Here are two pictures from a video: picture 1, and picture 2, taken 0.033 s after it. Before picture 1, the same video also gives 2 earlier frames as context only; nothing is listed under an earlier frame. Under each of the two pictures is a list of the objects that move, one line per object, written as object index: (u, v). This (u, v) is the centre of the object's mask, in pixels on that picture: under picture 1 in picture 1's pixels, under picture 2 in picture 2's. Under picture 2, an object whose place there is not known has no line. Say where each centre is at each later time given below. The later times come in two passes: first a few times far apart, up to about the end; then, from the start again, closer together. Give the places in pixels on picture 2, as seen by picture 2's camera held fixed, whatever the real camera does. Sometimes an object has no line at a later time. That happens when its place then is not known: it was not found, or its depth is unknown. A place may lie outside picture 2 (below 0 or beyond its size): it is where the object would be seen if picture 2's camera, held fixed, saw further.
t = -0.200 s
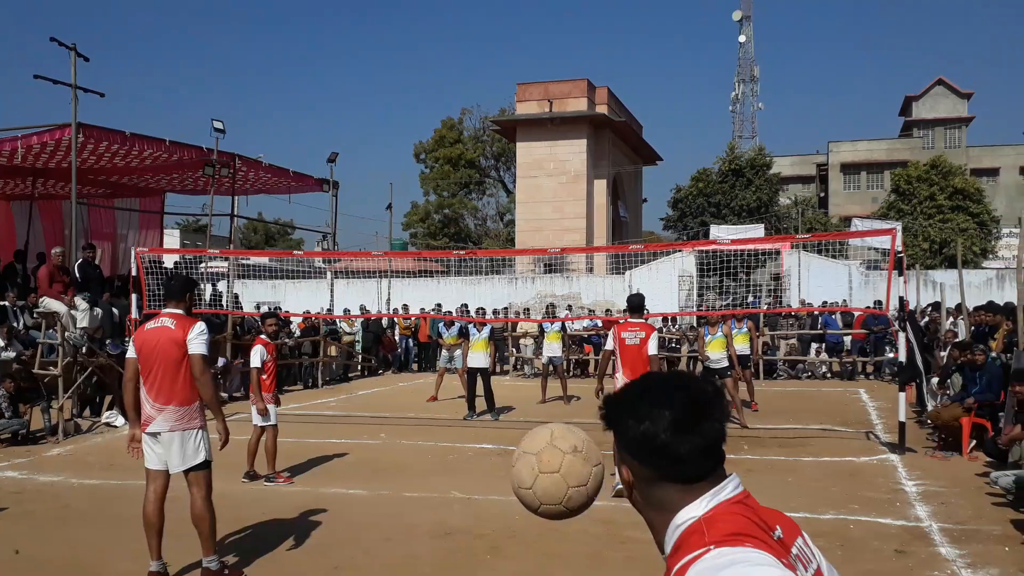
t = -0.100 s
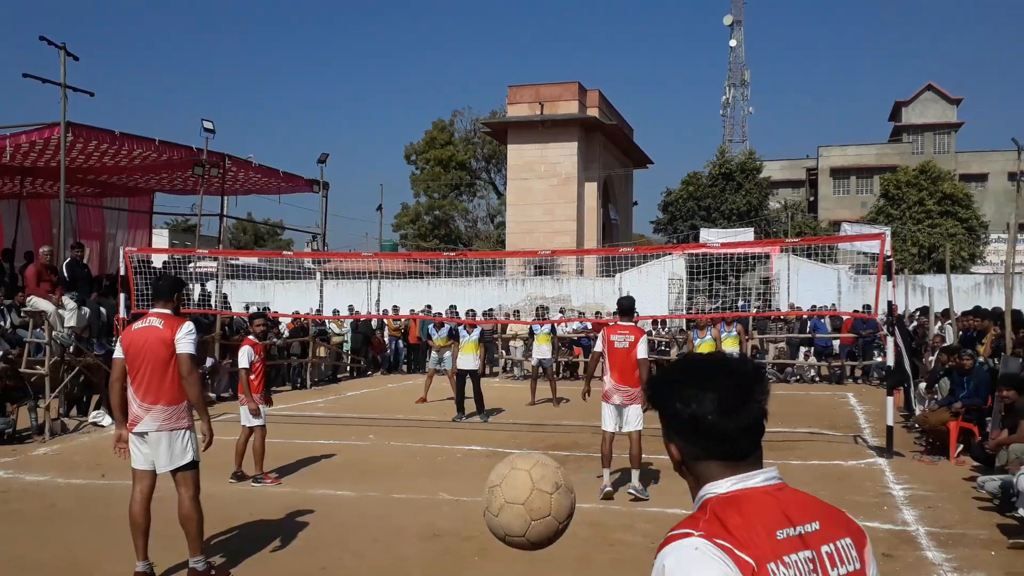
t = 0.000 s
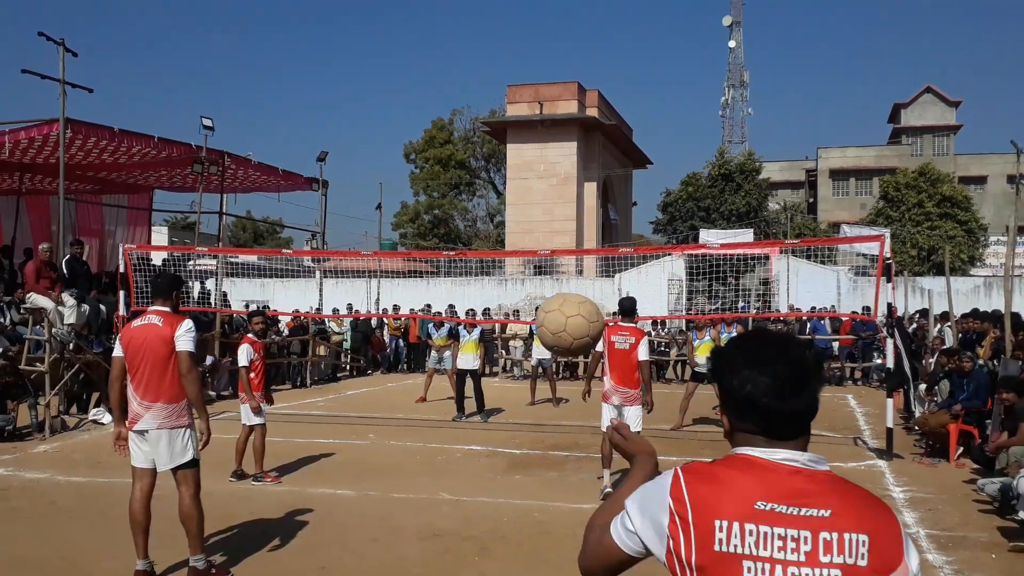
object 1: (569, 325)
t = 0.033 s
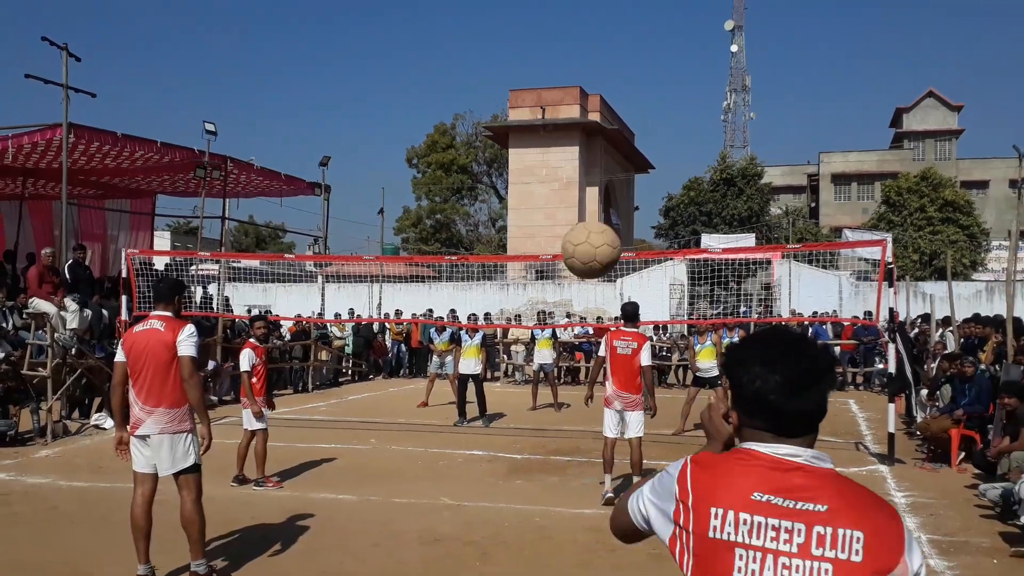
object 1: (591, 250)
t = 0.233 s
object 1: (653, 41)
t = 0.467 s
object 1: (673, 8)
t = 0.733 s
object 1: (679, 48)
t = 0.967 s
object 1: (678, 112)
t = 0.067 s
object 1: (607, 190)
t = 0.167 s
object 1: (641, 80)
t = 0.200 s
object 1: (647, 58)
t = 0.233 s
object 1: (653, 41)
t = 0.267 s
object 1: (657, 29)
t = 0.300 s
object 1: (661, 21)
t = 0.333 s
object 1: (664, 15)
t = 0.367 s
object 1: (666, 10)
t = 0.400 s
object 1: (670, 9)
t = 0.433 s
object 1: (672, 8)
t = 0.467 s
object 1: (673, 8)
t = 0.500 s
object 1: (675, 10)
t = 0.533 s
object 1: (676, 13)
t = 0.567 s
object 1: (677, 17)
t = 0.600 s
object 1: (678, 22)
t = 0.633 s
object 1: (679, 27)
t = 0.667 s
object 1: (679, 33)
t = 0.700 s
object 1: (679, 41)
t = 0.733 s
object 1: (679, 48)
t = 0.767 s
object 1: (679, 56)
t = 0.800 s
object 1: (679, 64)
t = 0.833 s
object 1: (679, 73)
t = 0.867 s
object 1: (679, 82)
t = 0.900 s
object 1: (678, 92)
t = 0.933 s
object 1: (678, 102)
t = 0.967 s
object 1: (678, 112)
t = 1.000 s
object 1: (677, 123)
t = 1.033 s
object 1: (677, 133)
